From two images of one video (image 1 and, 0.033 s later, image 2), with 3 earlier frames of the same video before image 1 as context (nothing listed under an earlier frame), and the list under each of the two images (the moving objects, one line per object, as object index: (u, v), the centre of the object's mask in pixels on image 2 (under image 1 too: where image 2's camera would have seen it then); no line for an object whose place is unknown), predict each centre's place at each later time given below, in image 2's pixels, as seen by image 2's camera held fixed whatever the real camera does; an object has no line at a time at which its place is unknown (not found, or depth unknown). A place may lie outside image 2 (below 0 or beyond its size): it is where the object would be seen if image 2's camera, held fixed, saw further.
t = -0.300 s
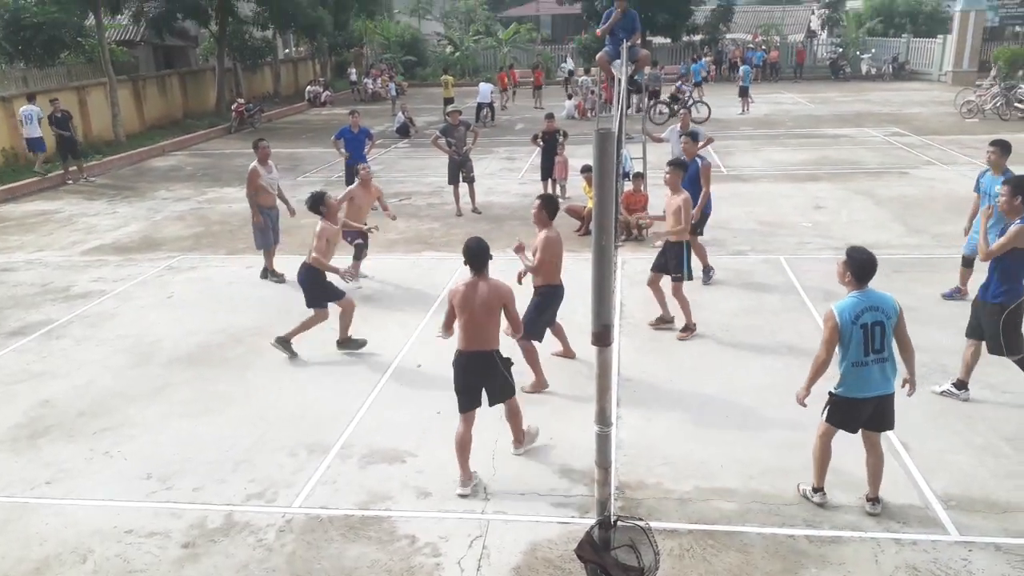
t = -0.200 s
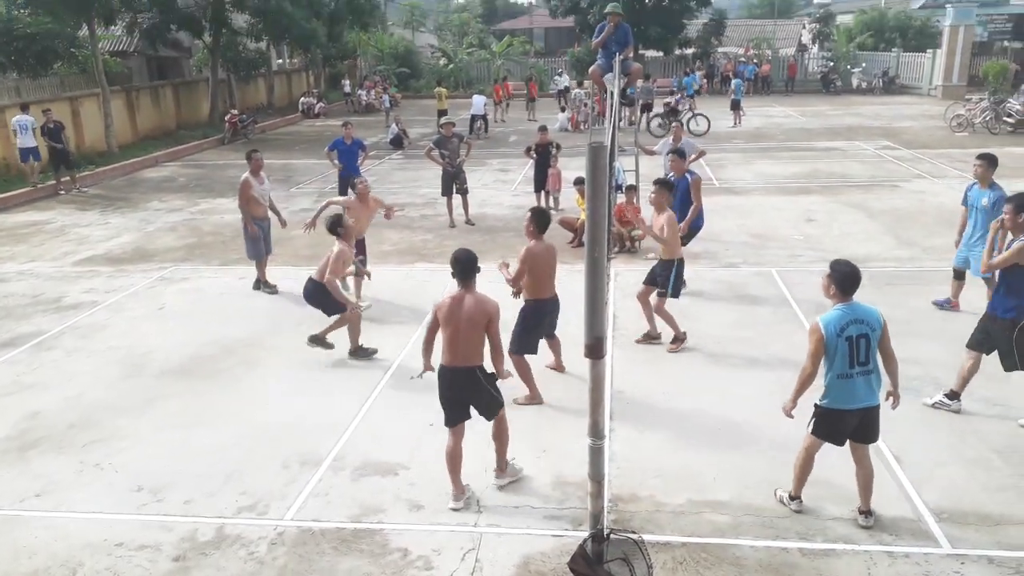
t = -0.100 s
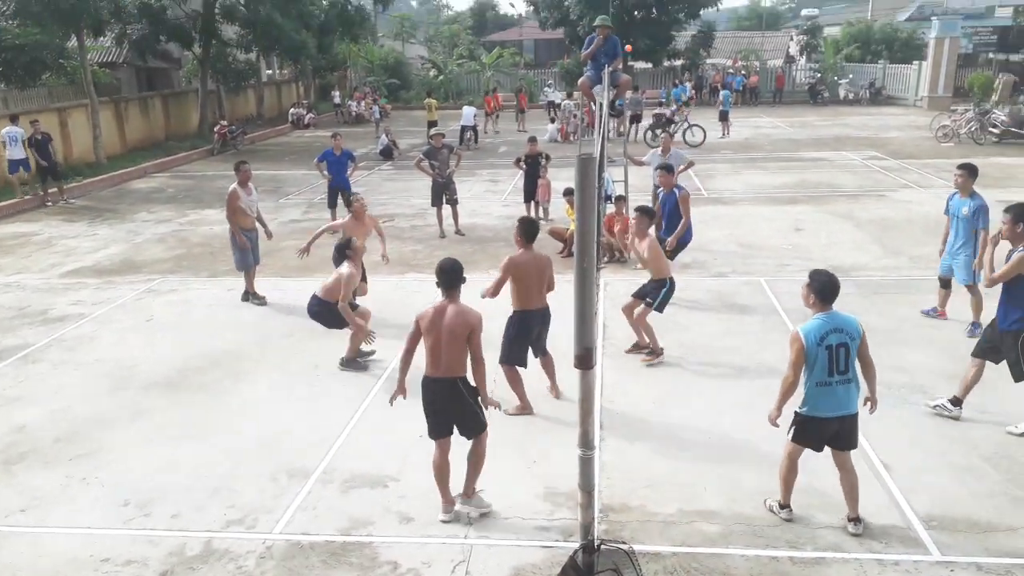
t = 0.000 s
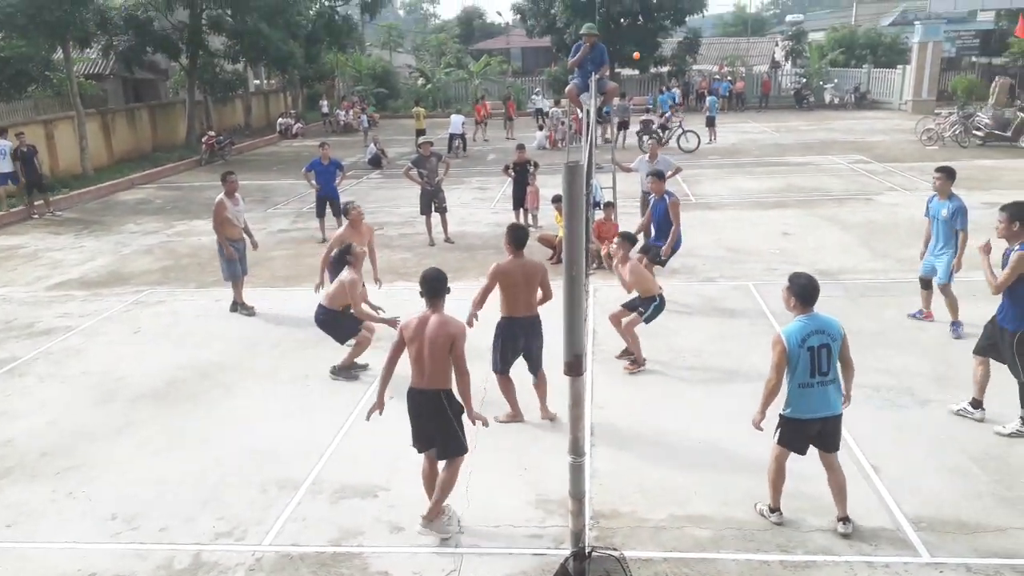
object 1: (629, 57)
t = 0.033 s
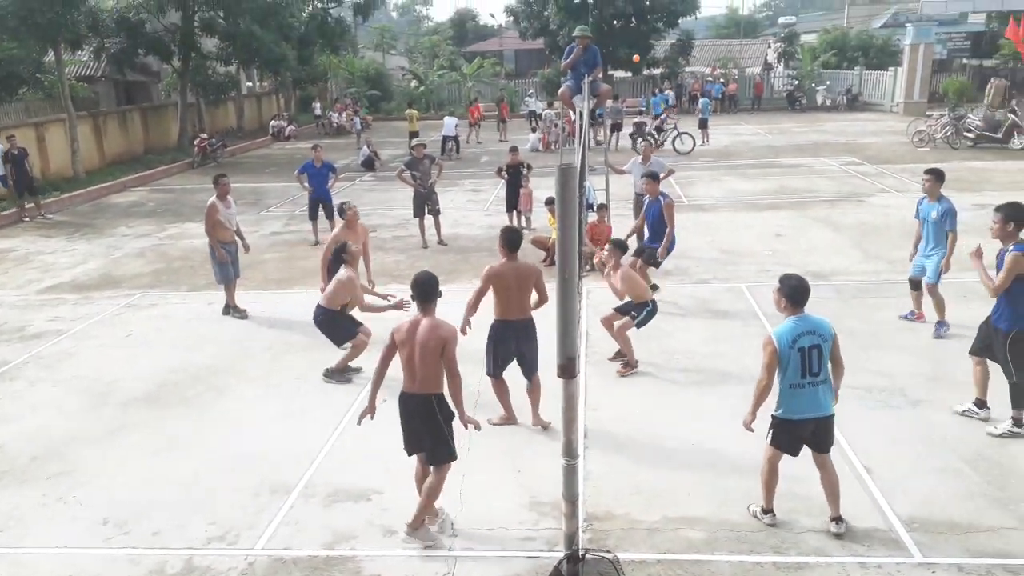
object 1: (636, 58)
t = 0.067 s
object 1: (643, 59)
